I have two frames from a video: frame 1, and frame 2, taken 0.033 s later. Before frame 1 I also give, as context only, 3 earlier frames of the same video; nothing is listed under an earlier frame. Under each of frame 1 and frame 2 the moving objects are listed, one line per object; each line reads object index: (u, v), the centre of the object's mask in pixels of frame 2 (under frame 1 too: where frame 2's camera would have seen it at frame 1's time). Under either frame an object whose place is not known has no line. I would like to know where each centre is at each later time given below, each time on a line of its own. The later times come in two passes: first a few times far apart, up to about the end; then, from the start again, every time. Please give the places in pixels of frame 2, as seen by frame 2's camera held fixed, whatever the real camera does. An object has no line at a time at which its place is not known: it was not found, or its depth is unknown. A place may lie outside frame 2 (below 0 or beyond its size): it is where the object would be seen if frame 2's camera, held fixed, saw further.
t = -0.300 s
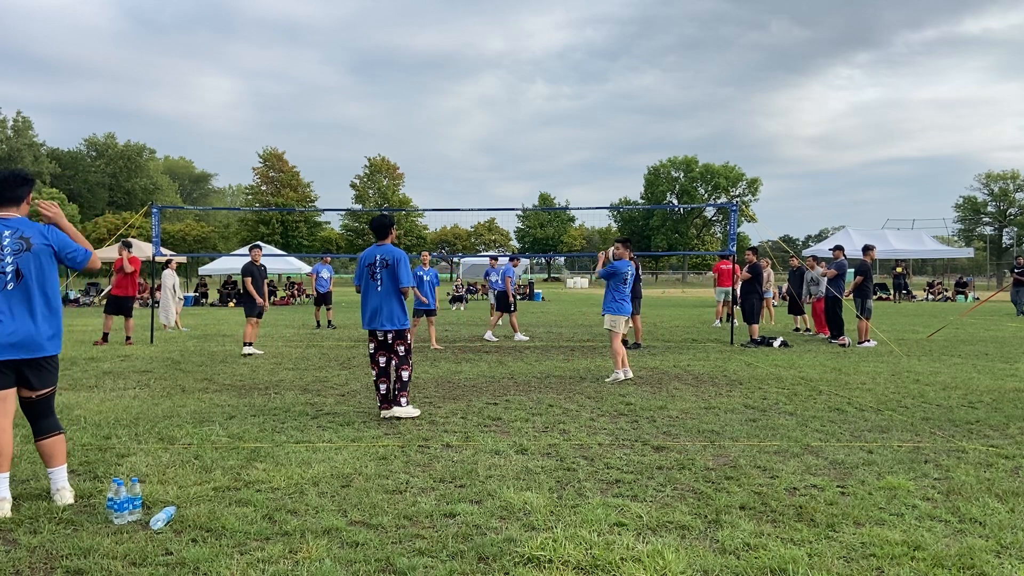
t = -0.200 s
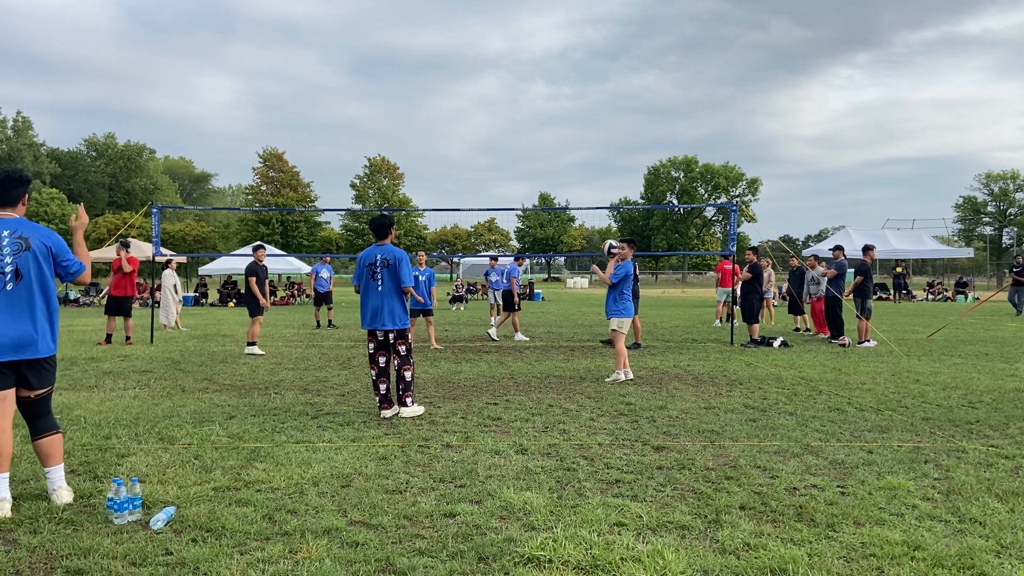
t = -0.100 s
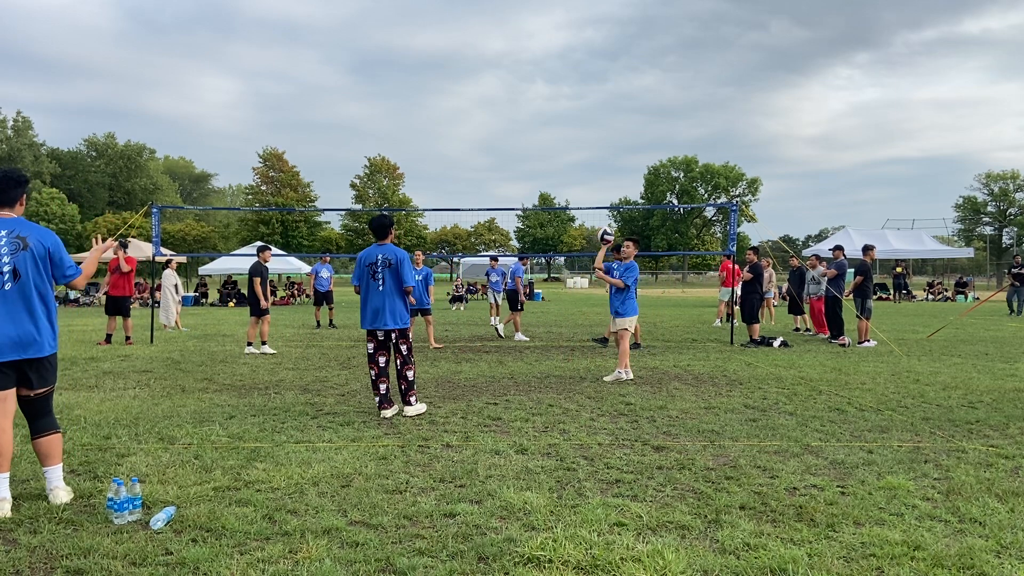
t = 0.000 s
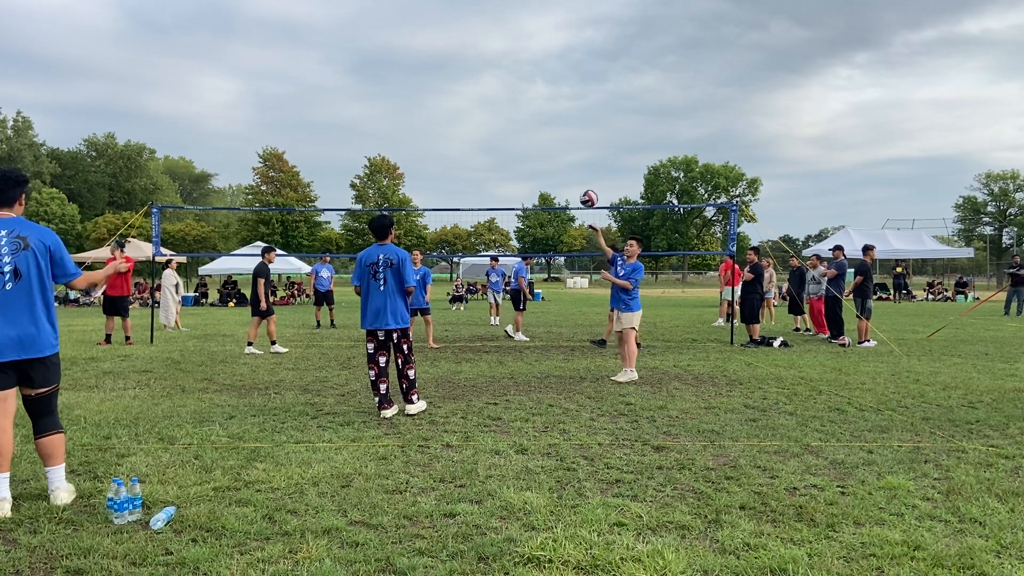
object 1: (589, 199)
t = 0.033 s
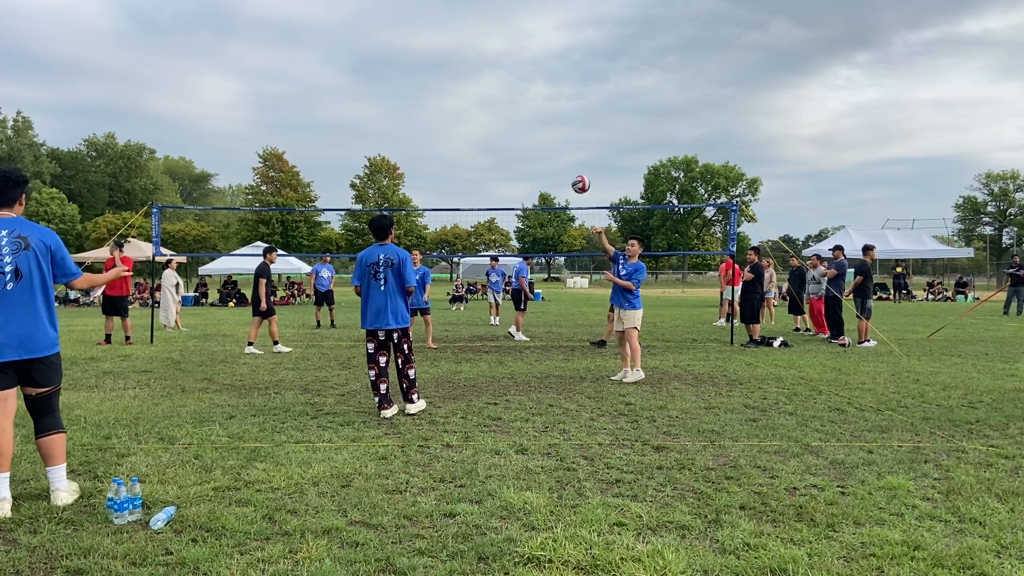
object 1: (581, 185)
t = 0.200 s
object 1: (537, 123)
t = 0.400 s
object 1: (473, 76)
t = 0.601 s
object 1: (395, 65)
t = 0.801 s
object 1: (298, 105)
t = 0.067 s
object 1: (572, 171)
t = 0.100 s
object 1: (564, 158)
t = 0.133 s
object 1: (555, 146)
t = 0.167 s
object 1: (546, 134)
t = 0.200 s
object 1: (537, 123)
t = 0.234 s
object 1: (527, 114)
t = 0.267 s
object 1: (517, 104)
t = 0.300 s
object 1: (507, 96)
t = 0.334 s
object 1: (496, 88)
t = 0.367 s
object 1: (485, 82)
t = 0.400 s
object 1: (473, 76)
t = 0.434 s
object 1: (461, 71)
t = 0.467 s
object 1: (449, 67)
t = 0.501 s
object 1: (436, 65)
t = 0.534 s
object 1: (423, 63)
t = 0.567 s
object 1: (409, 63)
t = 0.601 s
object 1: (395, 65)
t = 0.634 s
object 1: (380, 68)
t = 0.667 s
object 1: (365, 72)
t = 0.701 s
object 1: (348, 78)
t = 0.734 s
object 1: (332, 85)
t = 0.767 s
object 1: (315, 94)
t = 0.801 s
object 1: (298, 105)
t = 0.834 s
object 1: (280, 118)
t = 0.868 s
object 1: (261, 133)
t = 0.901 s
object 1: (242, 150)
